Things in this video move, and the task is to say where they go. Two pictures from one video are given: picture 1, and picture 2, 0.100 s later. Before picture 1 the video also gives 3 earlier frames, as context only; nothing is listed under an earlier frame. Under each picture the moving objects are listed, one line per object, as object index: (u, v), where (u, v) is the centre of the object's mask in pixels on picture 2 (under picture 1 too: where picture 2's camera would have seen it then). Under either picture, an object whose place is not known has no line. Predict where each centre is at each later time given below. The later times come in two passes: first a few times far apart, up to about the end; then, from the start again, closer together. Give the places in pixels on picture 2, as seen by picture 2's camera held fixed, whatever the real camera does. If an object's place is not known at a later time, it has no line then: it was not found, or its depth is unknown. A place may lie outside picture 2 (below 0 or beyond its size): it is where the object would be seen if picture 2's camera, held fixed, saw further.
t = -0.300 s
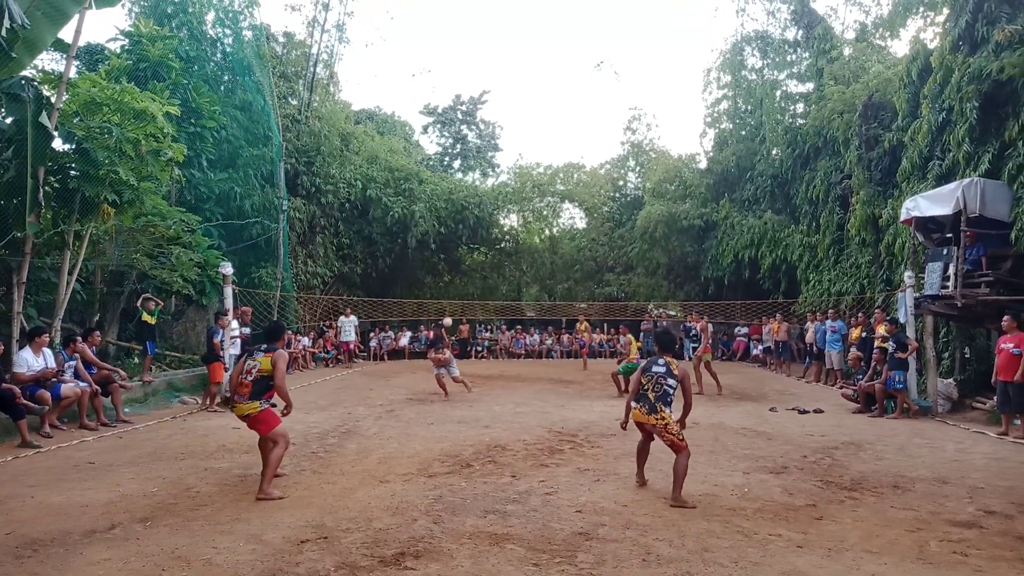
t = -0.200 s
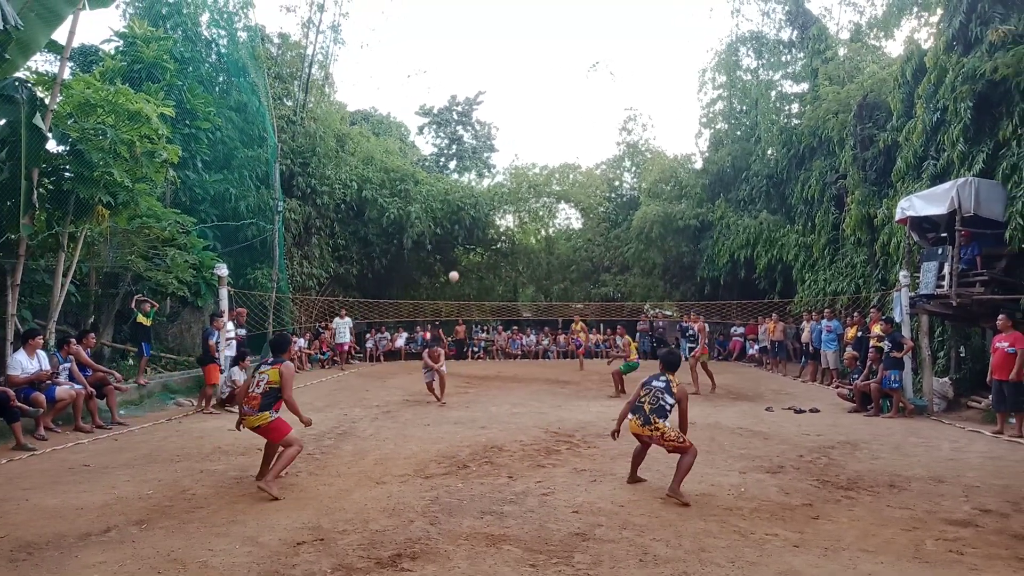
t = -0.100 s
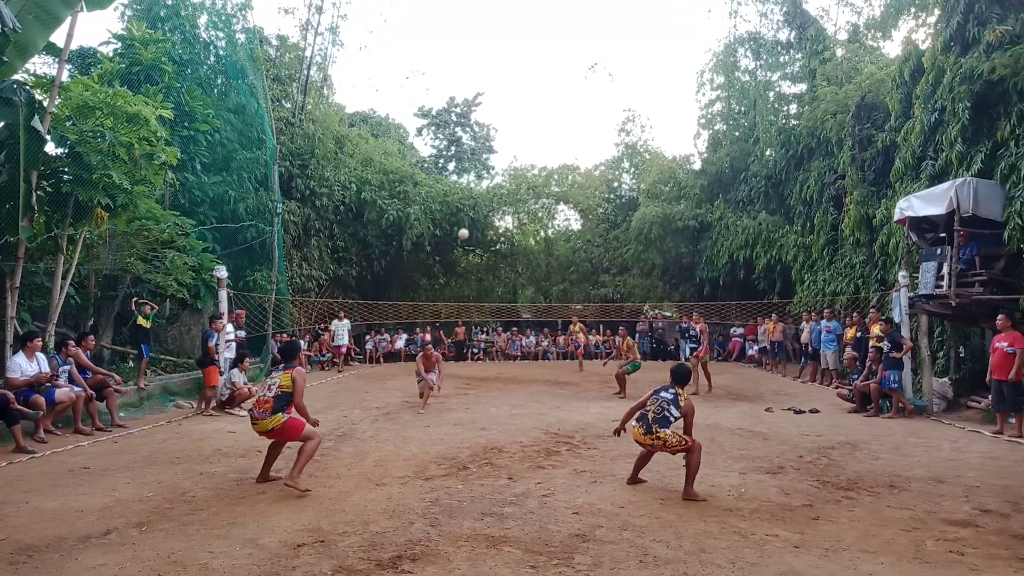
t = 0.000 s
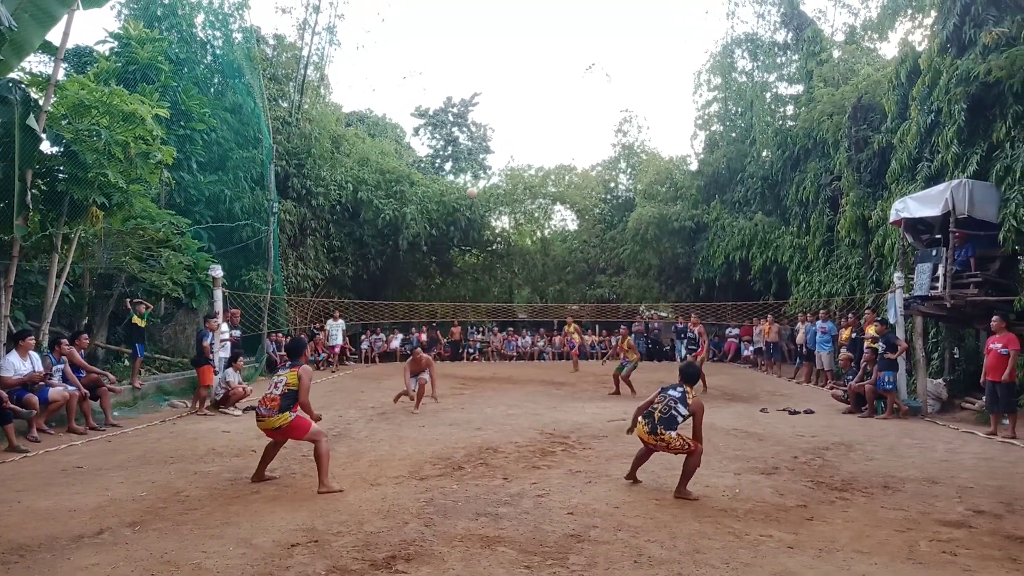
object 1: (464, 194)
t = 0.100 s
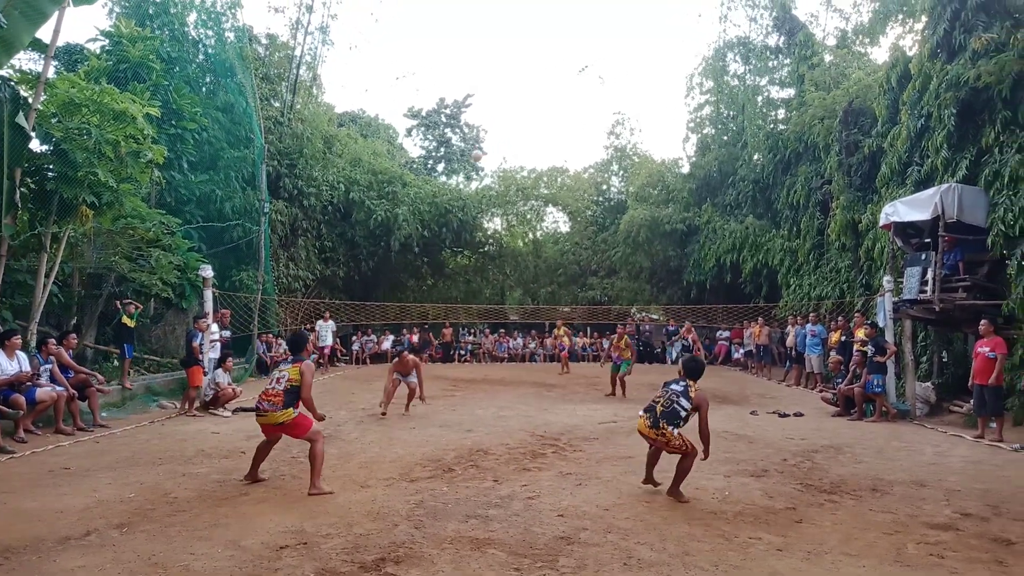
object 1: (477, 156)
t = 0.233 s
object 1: (496, 111)
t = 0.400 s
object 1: (526, 65)
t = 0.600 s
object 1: (569, 30)
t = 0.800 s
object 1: (621, 28)
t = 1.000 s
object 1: (689, 73)
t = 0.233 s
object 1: (496, 111)
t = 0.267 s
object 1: (502, 101)
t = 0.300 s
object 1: (508, 91)
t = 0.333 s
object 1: (514, 81)
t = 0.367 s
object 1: (520, 72)
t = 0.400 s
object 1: (526, 65)
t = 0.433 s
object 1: (532, 57)
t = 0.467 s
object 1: (539, 50)
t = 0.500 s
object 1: (546, 44)
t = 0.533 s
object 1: (553, 39)
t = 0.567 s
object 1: (561, 34)
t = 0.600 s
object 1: (569, 30)
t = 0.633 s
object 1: (576, 27)
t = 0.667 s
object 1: (584, 25)
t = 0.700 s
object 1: (593, 24)
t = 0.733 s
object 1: (602, 24)
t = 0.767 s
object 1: (611, 26)
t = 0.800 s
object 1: (621, 28)
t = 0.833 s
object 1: (631, 31)
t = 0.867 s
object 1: (642, 36)
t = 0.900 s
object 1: (653, 43)
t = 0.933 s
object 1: (664, 51)
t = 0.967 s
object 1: (676, 61)
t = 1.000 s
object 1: (689, 73)
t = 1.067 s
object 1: (716, 102)
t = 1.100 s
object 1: (731, 121)
